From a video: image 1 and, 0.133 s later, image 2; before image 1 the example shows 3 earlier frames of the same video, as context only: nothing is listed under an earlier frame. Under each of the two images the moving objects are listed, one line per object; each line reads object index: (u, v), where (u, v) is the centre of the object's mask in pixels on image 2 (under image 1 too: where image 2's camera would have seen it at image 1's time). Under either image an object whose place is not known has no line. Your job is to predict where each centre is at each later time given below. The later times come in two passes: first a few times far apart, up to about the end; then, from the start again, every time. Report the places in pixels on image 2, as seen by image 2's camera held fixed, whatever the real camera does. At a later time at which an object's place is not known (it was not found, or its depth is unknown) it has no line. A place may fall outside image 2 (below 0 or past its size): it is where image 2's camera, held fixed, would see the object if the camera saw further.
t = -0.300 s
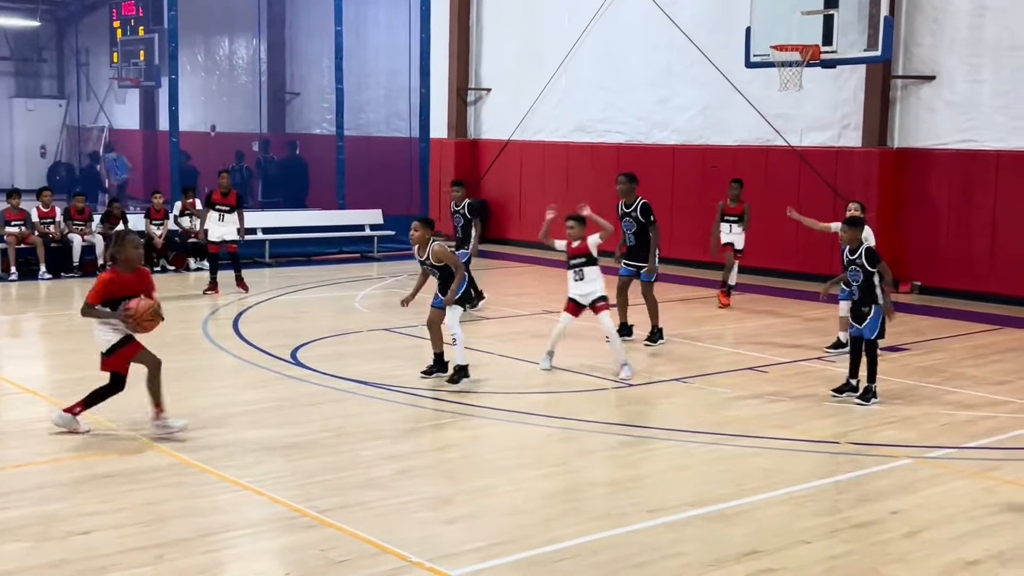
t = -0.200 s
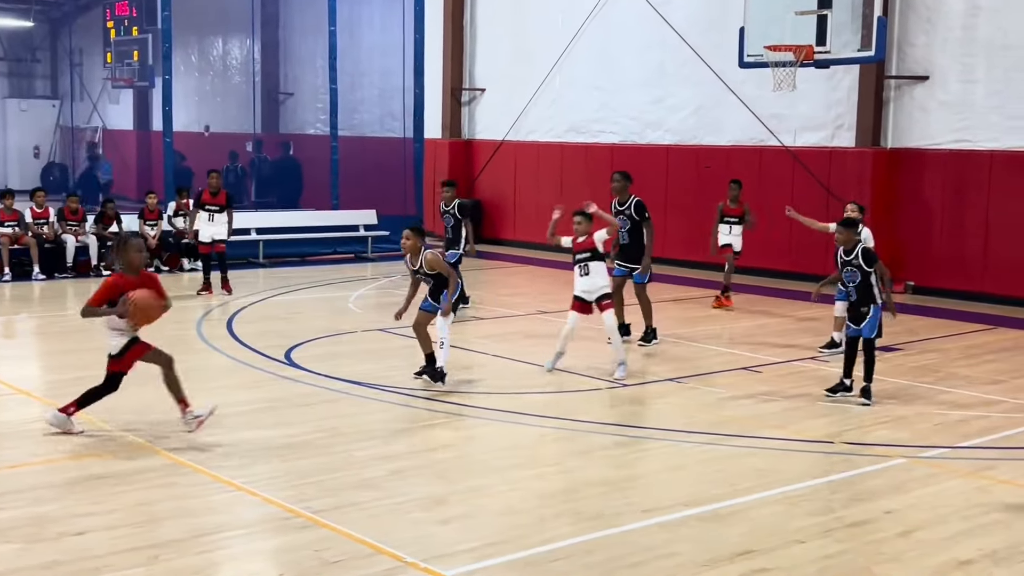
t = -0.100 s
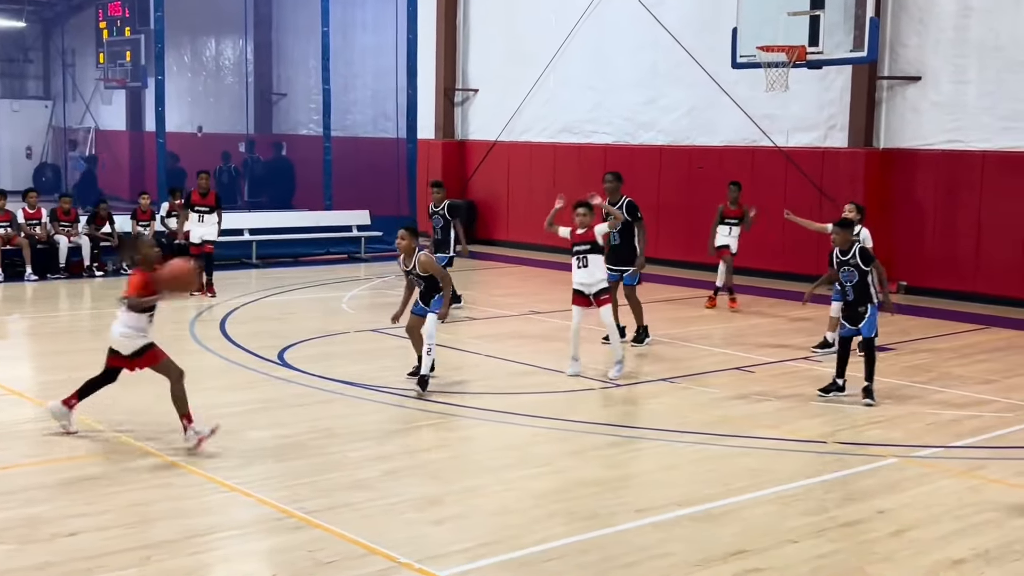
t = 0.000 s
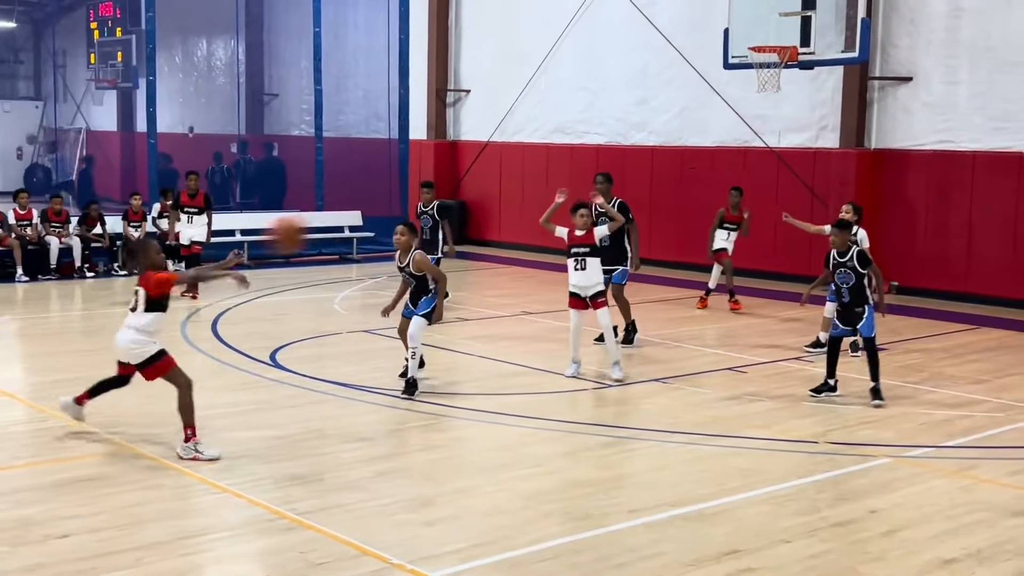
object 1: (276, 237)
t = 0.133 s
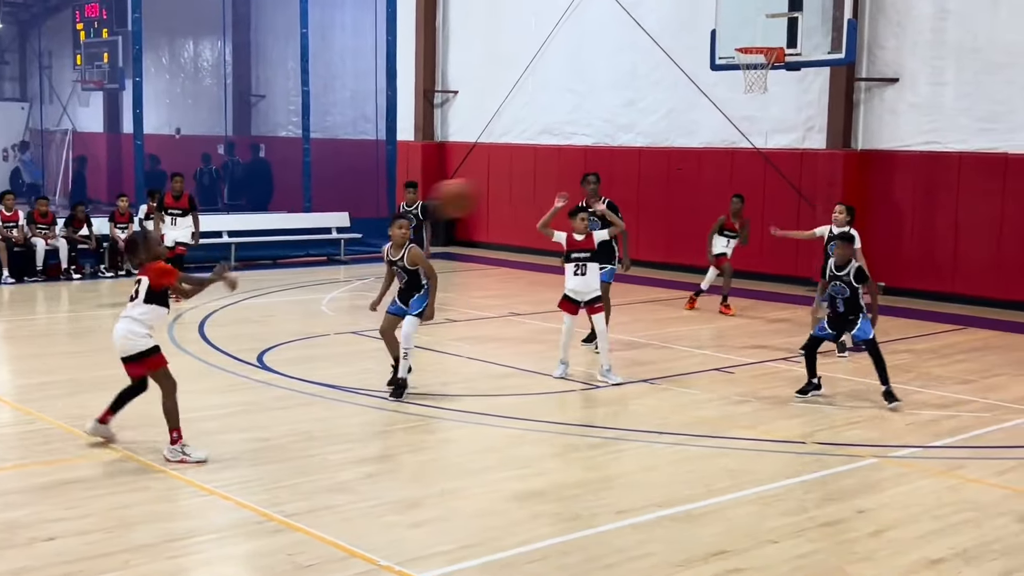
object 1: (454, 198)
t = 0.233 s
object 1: (590, 185)
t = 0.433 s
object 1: (869, 211)
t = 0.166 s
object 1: (498, 192)
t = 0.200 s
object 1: (543, 187)
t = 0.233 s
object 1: (590, 185)
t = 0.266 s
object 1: (636, 186)
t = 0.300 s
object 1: (682, 188)
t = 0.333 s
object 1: (727, 191)
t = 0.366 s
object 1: (774, 196)
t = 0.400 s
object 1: (820, 202)
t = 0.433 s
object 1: (869, 211)
